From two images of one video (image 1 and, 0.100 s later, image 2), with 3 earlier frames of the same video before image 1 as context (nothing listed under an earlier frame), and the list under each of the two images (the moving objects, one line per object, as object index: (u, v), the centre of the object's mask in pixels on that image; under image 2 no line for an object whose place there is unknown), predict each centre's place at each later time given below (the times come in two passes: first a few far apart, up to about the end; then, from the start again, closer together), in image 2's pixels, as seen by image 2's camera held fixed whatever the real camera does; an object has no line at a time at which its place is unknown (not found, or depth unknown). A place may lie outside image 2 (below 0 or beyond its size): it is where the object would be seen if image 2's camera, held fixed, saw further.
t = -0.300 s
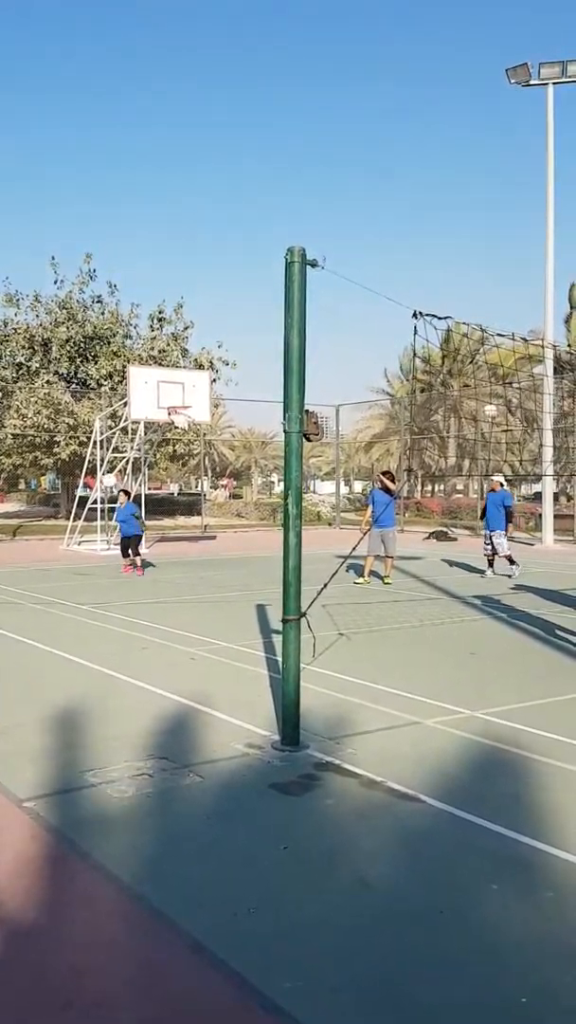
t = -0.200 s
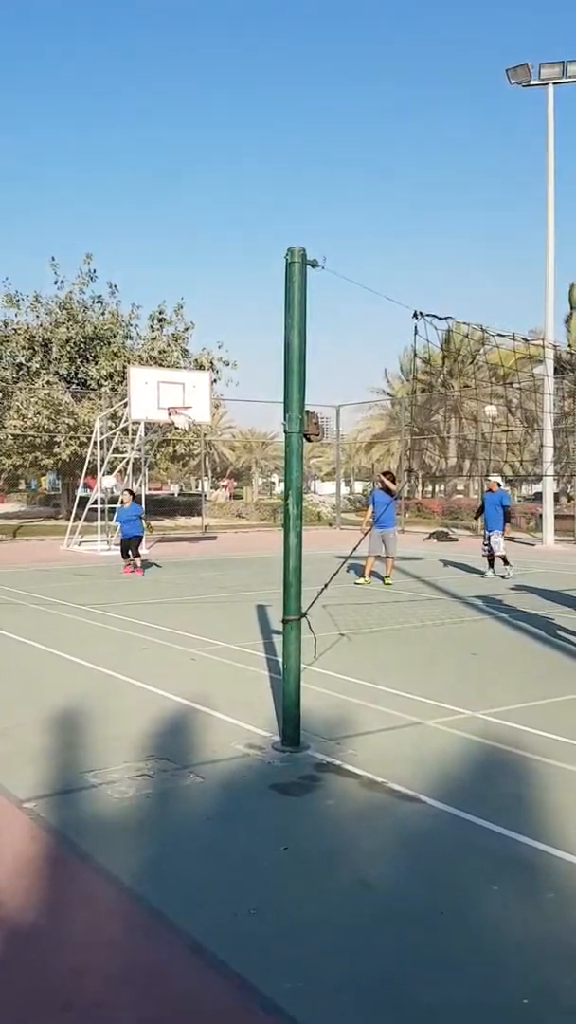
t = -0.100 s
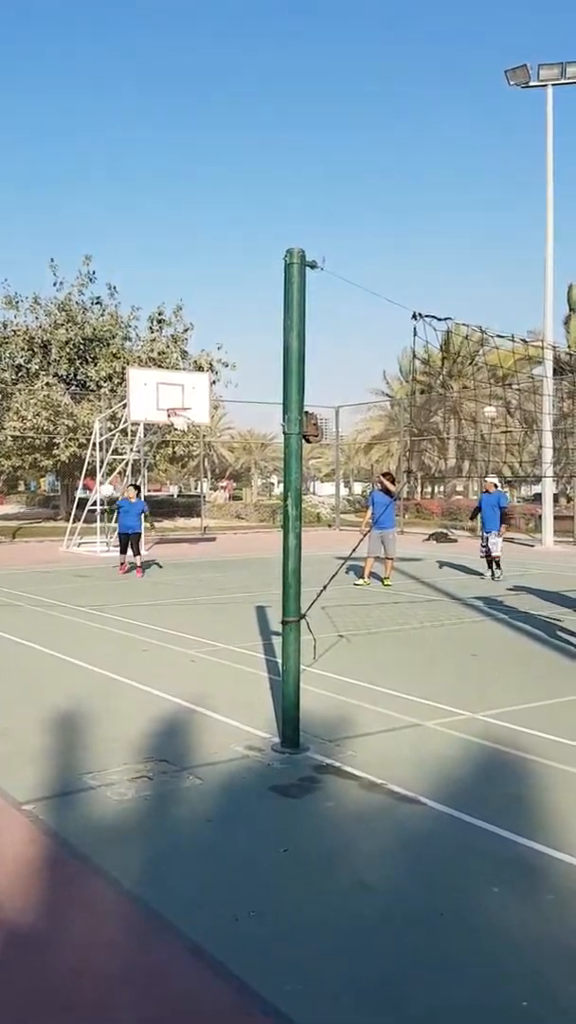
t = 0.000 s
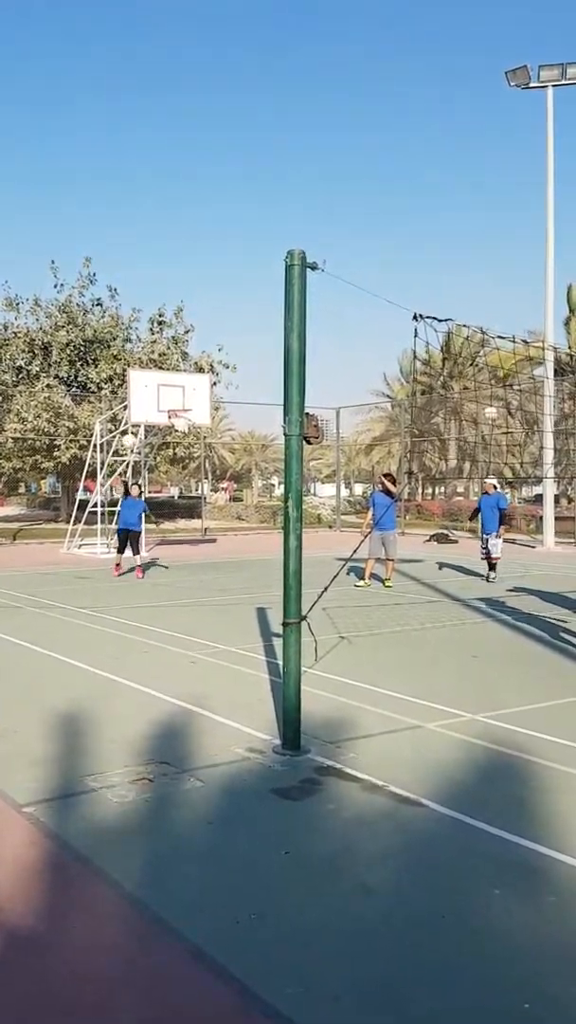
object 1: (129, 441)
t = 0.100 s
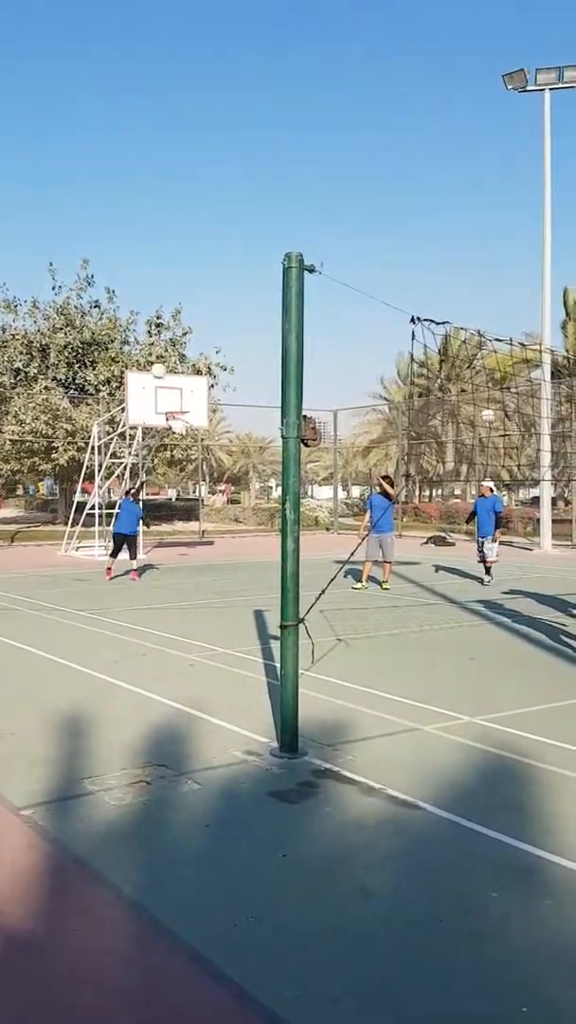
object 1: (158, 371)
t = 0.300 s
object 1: (225, 230)
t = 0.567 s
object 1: (333, 58)
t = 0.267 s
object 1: (214, 253)
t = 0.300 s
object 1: (225, 230)
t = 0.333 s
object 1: (237, 207)
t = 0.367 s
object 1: (250, 184)
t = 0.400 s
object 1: (263, 162)
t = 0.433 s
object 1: (276, 141)
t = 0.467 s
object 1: (290, 120)
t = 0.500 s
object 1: (303, 99)
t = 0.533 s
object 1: (318, 79)
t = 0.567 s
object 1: (333, 58)
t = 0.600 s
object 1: (348, 39)
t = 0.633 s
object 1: (363, 20)
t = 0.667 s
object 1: (379, 1)
